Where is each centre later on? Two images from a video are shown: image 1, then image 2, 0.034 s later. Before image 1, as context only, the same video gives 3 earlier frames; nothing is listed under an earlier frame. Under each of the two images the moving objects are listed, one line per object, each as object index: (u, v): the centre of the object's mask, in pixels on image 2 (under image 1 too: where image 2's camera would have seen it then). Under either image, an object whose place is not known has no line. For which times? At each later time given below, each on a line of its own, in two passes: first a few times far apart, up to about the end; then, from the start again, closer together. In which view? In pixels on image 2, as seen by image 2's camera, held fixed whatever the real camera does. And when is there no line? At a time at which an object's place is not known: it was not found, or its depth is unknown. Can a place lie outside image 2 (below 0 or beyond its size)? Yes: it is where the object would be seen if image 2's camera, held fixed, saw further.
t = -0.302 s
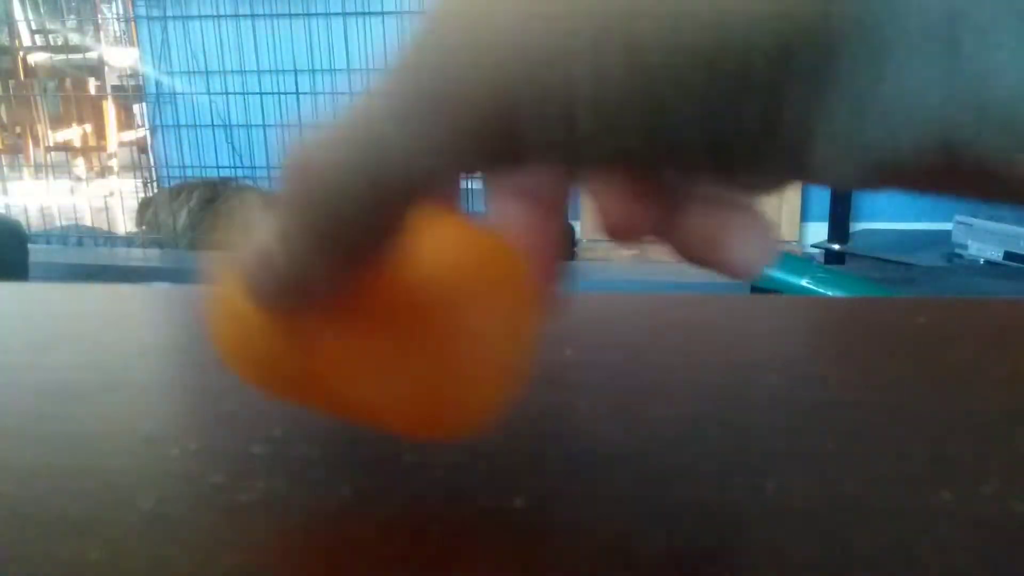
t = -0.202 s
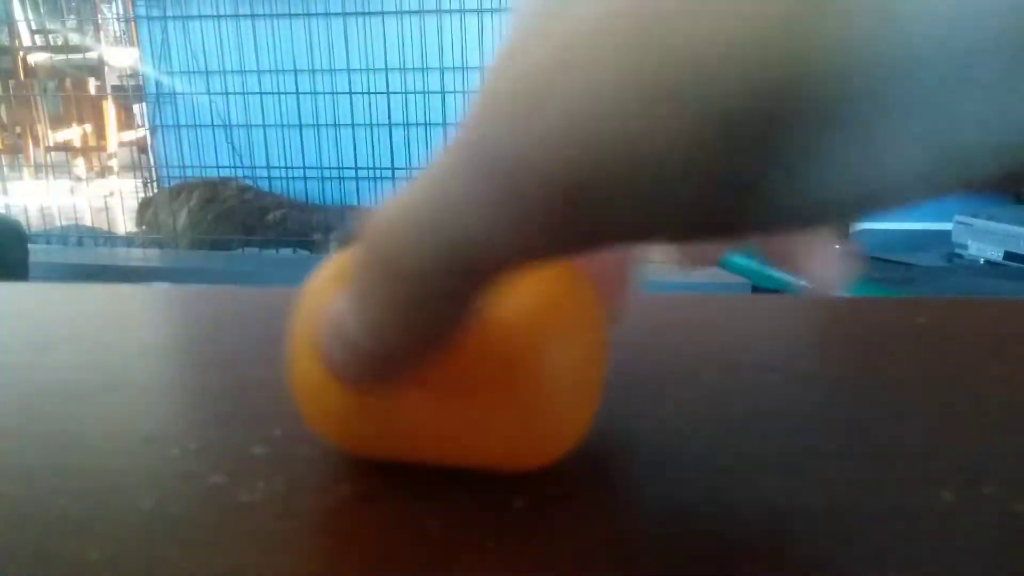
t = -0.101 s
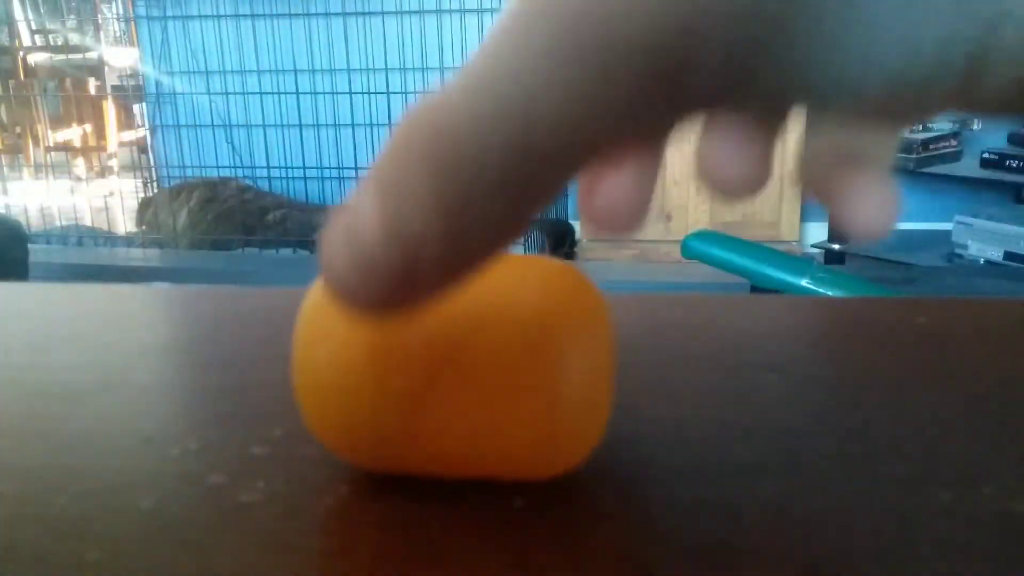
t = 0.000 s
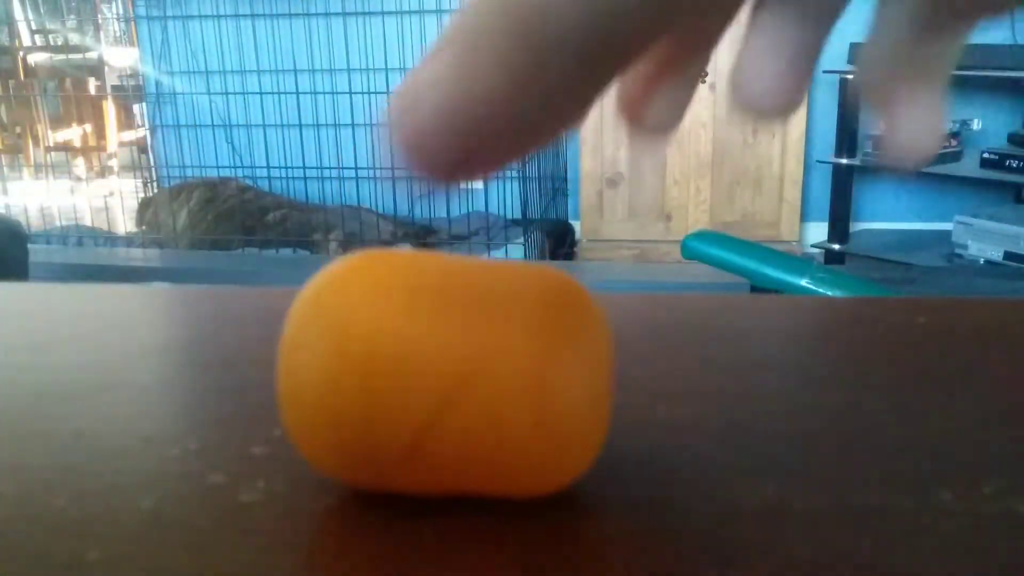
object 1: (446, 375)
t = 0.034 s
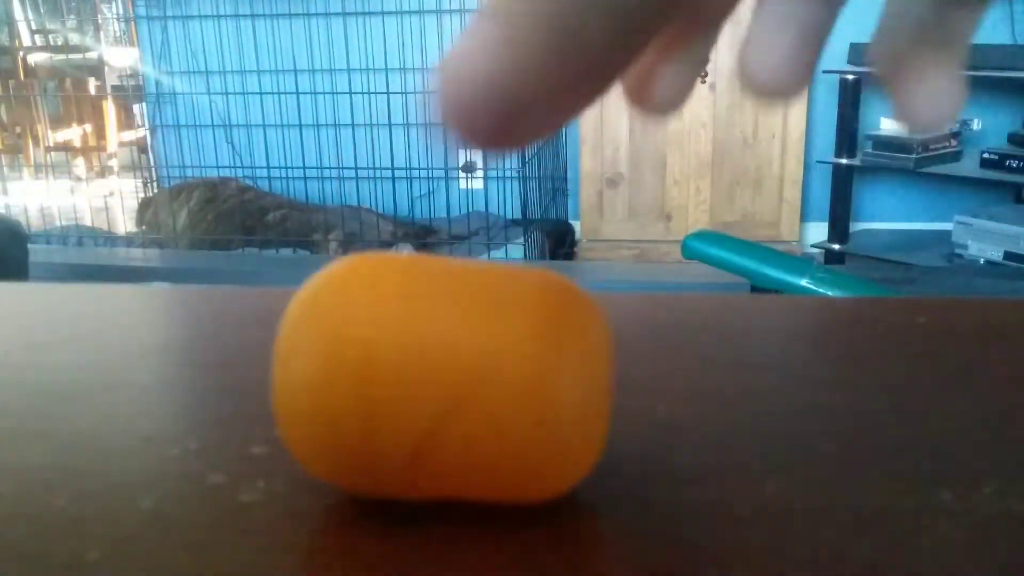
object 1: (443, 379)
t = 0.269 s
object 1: (429, 415)
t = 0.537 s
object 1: (405, 453)
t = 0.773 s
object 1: (381, 471)
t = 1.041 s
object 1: (388, 471)
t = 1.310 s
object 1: (401, 453)
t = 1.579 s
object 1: (413, 444)
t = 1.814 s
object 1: (420, 436)
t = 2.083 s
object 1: (426, 424)
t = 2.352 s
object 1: (424, 426)
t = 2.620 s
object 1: (422, 434)
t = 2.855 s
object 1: (418, 438)
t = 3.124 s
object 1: (420, 436)
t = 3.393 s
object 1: (421, 435)
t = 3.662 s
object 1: (421, 436)
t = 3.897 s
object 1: (422, 435)
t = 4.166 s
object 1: (422, 436)
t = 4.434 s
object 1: (422, 436)
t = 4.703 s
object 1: (422, 436)
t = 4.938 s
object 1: (422, 436)
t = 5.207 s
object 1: (422, 436)
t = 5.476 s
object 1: (422, 436)
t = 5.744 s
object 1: (422, 436)
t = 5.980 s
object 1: (422, 436)
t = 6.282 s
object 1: (422, 436)
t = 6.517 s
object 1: (422, 436)
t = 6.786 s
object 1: (422, 436)
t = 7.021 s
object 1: (422, 436)
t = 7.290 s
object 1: (422, 436)
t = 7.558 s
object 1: (422, 436)
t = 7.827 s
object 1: (422, 436)
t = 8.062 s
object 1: (422, 436)
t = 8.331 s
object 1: (422, 436)
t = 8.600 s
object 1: (422, 436)
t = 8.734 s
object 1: (422, 436)
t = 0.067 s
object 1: (440, 384)
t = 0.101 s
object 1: (437, 388)
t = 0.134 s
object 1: (437, 393)
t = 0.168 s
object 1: (437, 398)
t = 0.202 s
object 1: (434, 403)
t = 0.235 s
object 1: (432, 409)
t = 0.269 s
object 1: (429, 415)
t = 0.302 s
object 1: (426, 421)
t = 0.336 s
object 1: (423, 428)
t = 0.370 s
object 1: (420, 434)
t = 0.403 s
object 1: (416, 438)
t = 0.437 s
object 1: (412, 442)
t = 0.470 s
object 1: (409, 445)
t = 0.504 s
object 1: (407, 449)
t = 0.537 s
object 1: (405, 453)
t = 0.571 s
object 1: (404, 458)
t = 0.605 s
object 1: (400, 462)
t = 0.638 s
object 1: (398, 465)
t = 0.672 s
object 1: (393, 467)
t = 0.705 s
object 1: (389, 469)
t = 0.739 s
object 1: (385, 471)
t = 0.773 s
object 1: (381, 471)
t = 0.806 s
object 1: (382, 472)
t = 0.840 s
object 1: (380, 473)
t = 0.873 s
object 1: (381, 475)
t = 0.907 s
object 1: (383, 476)
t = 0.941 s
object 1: (383, 475)
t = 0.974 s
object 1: (384, 477)
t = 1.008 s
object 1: (386, 474)
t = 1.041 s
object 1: (388, 471)
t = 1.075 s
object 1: (390, 470)
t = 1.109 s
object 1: (391, 467)
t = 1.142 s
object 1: (394, 463)
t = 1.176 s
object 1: (396, 462)
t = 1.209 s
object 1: (397, 459)
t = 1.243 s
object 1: (398, 456)
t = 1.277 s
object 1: (401, 456)
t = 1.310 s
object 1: (401, 453)
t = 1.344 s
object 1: (404, 452)
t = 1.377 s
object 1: (406, 451)
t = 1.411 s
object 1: (408, 449)
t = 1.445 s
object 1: (410, 448)
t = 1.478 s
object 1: (411, 447)
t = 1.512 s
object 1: (411, 446)
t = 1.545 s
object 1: (412, 445)
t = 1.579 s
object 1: (413, 444)
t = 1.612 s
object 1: (414, 443)
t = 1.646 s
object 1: (416, 442)
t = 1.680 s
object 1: (417, 440)
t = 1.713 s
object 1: (417, 440)
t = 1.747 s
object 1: (419, 438)
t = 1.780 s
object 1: (420, 438)
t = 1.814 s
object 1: (420, 436)
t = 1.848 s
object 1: (421, 434)
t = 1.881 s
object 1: (422, 432)
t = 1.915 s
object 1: (424, 430)
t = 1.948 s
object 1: (425, 428)
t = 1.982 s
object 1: (425, 427)
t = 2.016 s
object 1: (425, 425)
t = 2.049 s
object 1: (426, 424)
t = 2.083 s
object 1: (426, 424)
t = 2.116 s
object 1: (426, 423)
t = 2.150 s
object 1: (426, 423)
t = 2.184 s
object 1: (425, 423)
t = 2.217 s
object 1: (425, 423)
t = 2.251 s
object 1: (425, 424)
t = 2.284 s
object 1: (425, 425)
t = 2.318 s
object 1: (425, 425)
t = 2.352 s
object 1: (424, 426)
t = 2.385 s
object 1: (424, 428)
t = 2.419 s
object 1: (423, 429)
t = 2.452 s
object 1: (423, 430)
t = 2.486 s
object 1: (423, 431)
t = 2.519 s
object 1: (423, 431)
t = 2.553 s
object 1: (423, 433)
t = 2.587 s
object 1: (422, 433)
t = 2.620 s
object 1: (422, 434)
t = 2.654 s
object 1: (421, 435)
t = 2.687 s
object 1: (421, 436)
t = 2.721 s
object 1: (420, 437)
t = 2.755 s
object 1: (419, 437)
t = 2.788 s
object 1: (419, 438)
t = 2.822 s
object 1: (418, 438)
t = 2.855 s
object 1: (418, 438)
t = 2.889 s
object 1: (418, 438)
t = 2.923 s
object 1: (418, 438)
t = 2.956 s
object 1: (419, 438)
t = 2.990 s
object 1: (419, 438)
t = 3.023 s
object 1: (419, 437)
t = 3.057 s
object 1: (420, 437)
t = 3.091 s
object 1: (420, 436)
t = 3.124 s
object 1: (420, 436)
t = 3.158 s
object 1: (420, 435)
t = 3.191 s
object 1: (421, 435)
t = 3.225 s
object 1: (421, 435)
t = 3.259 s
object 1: (421, 434)
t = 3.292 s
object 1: (421, 434)
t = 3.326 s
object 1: (421, 434)
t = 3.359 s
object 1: (421, 434)
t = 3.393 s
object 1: (421, 435)
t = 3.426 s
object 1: (421, 435)
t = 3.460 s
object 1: (421, 435)
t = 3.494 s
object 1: (420, 436)
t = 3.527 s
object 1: (421, 436)
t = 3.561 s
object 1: (421, 436)
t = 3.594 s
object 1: (421, 436)
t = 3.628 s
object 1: (421, 436)
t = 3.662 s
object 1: (421, 436)
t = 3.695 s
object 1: (421, 435)
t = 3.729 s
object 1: (421, 435)
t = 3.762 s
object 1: (421, 435)
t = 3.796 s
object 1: (421, 435)
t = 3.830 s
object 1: (421, 435)
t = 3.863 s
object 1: (422, 435)
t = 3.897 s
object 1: (422, 435)
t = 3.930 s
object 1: (422, 435)
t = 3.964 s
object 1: (422, 435)
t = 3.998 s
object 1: (422, 435)
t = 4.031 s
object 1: (422, 435)
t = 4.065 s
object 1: (422, 435)
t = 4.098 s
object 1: (422, 436)
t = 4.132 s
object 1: (422, 436)
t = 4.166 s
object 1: (422, 436)
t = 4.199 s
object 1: (422, 436)
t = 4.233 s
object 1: (422, 436)
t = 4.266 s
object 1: (422, 435)
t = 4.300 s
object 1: (422, 435)
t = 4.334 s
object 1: (422, 436)
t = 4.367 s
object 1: (422, 435)
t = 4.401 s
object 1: (422, 435)
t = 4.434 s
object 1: (422, 436)
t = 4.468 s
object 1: (422, 436)
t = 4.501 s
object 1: (422, 436)
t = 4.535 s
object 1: (422, 436)
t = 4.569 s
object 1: (422, 436)
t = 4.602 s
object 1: (422, 436)
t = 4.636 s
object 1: (422, 436)
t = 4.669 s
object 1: (422, 436)
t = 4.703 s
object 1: (422, 436)
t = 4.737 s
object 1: (422, 436)
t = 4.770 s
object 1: (422, 436)
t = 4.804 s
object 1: (422, 436)
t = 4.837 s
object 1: (422, 436)
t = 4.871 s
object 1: (422, 436)
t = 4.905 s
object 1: (422, 436)
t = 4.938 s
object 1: (422, 436)
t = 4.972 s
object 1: (422, 436)
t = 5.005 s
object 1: (422, 436)
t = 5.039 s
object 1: (422, 436)
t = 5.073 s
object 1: (422, 436)
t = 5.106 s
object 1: (422, 436)
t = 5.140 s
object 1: (422, 436)
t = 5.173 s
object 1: (422, 436)
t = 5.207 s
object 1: (422, 436)
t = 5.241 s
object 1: (422, 436)
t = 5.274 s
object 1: (422, 436)
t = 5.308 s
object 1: (422, 436)
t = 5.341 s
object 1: (422, 436)
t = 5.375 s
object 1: (422, 436)
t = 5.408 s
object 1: (422, 436)
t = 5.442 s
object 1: (422, 436)
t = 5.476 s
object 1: (422, 436)
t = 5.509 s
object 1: (422, 436)
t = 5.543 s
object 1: (422, 436)
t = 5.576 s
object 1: (422, 436)
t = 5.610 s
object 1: (422, 436)
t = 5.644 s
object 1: (422, 436)
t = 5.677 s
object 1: (422, 436)
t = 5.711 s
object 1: (422, 436)
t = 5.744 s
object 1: (422, 436)
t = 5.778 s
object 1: (422, 436)
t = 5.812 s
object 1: (422, 436)
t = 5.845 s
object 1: (422, 436)
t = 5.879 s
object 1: (422, 436)
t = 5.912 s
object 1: (422, 436)
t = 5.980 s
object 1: (422, 436)
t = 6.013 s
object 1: (422, 436)
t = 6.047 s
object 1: (422, 436)
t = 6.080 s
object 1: (422, 436)
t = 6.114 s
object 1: (422, 436)
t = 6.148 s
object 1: (422, 436)
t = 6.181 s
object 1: (422, 436)
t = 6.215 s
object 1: (422, 436)
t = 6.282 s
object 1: (422, 436)
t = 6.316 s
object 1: (422, 436)
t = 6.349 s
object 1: (422, 436)
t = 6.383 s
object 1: (422, 436)
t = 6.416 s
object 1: (422, 436)
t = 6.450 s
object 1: (422, 436)
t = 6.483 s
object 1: (422, 436)
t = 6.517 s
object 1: (422, 436)
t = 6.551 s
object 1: (422, 436)
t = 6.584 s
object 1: (422, 436)
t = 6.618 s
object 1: (422, 436)
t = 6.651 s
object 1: (422, 436)
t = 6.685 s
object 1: (422, 436)
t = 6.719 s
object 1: (422, 436)
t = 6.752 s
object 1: (422, 436)
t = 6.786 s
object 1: (422, 436)
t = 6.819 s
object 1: (422, 436)
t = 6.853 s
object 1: (422, 436)
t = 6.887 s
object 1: (422, 436)
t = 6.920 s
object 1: (422, 436)
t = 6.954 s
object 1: (422, 436)
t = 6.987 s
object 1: (422, 436)
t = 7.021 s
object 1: (422, 436)
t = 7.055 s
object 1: (422, 436)
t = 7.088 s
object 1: (422, 436)
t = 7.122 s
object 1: (422, 436)
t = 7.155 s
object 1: (422, 436)
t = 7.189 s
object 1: (422, 436)
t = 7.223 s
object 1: (422, 436)
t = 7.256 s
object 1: (422, 436)
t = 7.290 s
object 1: (422, 436)
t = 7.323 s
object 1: (422, 436)
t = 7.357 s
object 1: (422, 436)
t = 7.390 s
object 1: (422, 436)
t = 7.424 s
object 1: (422, 436)
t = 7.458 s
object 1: (422, 436)
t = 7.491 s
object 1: (422, 436)
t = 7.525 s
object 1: (422, 436)
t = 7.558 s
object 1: (422, 436)
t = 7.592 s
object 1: (422, 436)
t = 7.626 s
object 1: (422, 436)
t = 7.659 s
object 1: (422, 436)
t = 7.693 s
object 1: (422, 436)
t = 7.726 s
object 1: (422, 436)
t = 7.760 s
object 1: (422, 436)
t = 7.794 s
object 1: (422, 436)
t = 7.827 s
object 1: (422, 436)
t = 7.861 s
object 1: (422, 436)
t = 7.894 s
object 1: (422, 436)
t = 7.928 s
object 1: (422, 436)
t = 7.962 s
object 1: (422, 436)
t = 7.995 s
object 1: (422, 436)
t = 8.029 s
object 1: (422, 436)
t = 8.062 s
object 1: (422, 436)
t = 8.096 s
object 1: (422, 436)
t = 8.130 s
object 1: (422, 436)
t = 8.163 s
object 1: (422, 436)
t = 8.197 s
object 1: (422, 436)
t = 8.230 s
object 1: (422, 436)
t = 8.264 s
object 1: (422, 436)
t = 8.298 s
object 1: (422, 436)
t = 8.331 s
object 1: (422, 436)
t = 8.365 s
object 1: (422, 436)
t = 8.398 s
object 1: (422, 436)
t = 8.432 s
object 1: (422, 436)
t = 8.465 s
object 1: (422, 436)
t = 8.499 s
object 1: (422, 436)
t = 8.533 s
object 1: (422, 436)
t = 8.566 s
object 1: (422, 436)
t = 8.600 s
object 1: (422, 436)
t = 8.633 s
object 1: (422, 436)
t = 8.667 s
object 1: (422, 436)
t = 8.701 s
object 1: (422, 436)
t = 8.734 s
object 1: (422, 436)
